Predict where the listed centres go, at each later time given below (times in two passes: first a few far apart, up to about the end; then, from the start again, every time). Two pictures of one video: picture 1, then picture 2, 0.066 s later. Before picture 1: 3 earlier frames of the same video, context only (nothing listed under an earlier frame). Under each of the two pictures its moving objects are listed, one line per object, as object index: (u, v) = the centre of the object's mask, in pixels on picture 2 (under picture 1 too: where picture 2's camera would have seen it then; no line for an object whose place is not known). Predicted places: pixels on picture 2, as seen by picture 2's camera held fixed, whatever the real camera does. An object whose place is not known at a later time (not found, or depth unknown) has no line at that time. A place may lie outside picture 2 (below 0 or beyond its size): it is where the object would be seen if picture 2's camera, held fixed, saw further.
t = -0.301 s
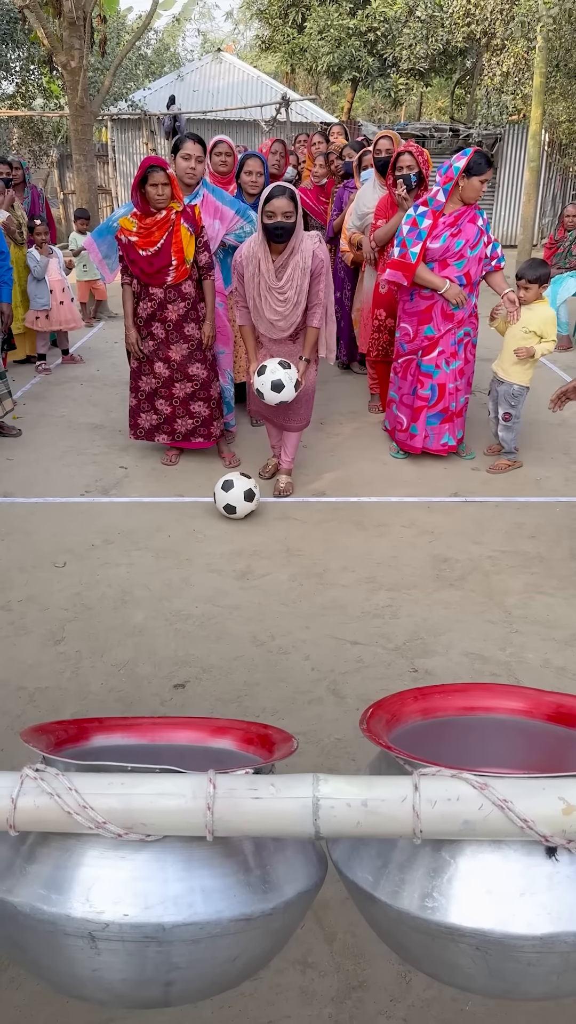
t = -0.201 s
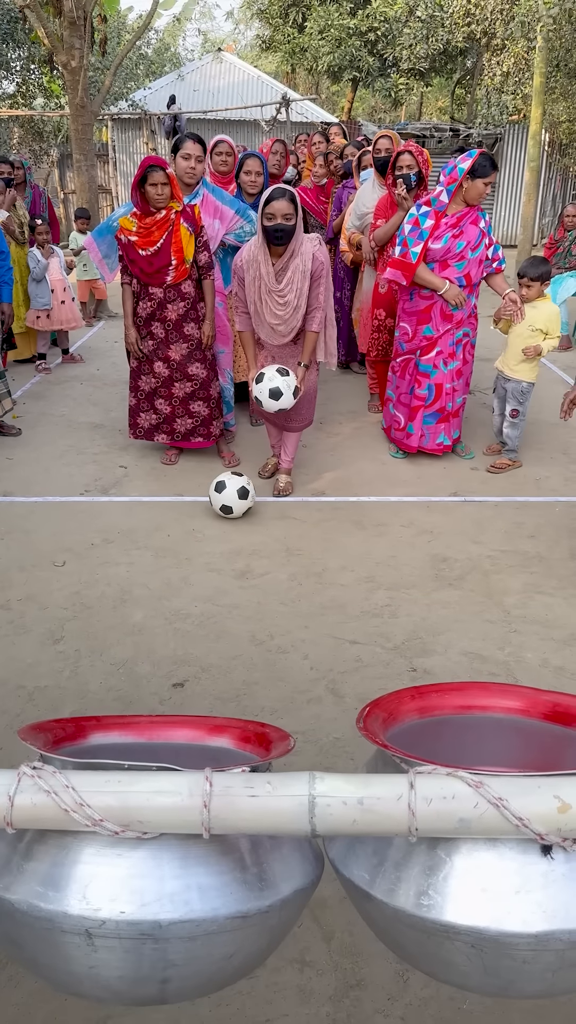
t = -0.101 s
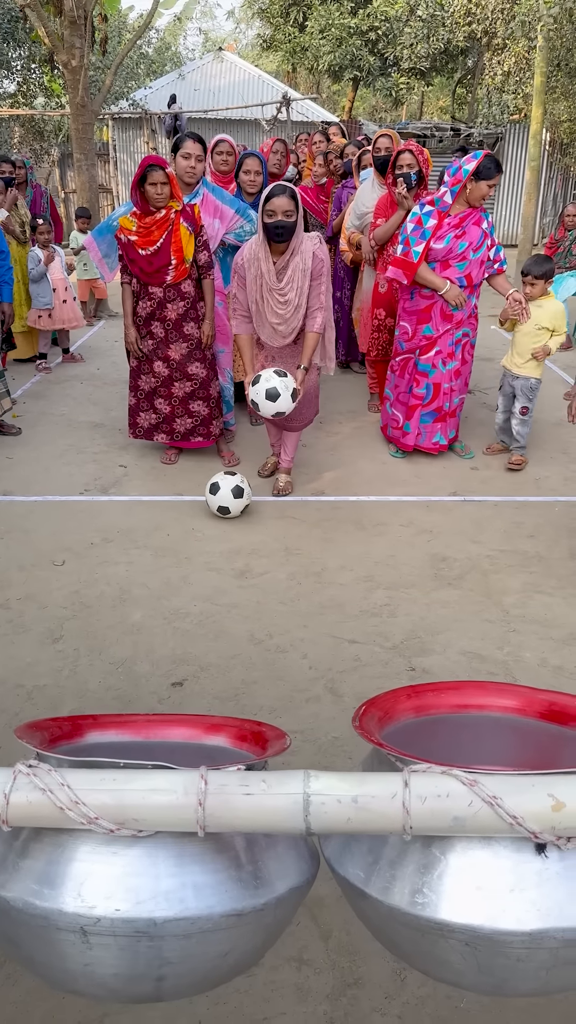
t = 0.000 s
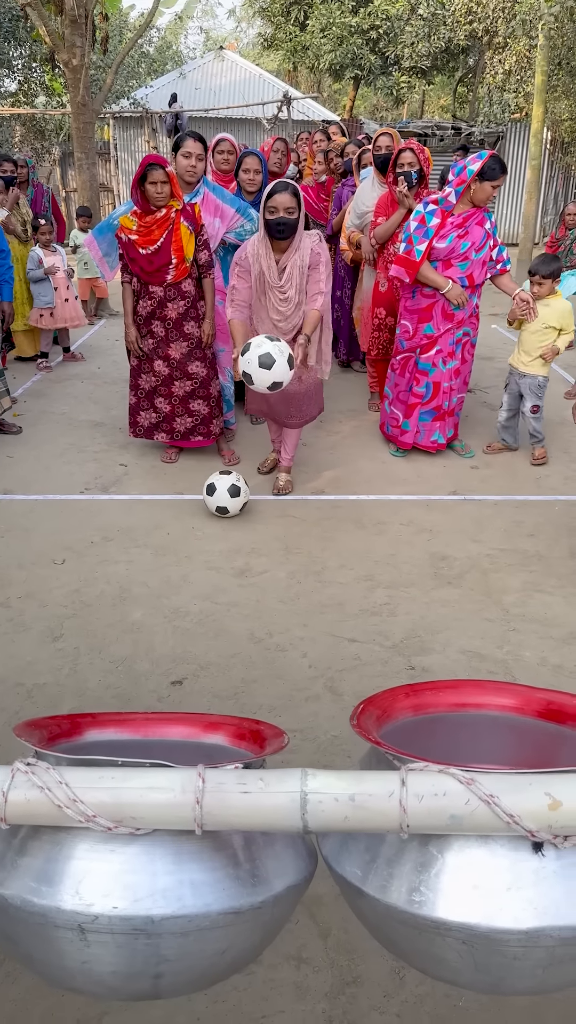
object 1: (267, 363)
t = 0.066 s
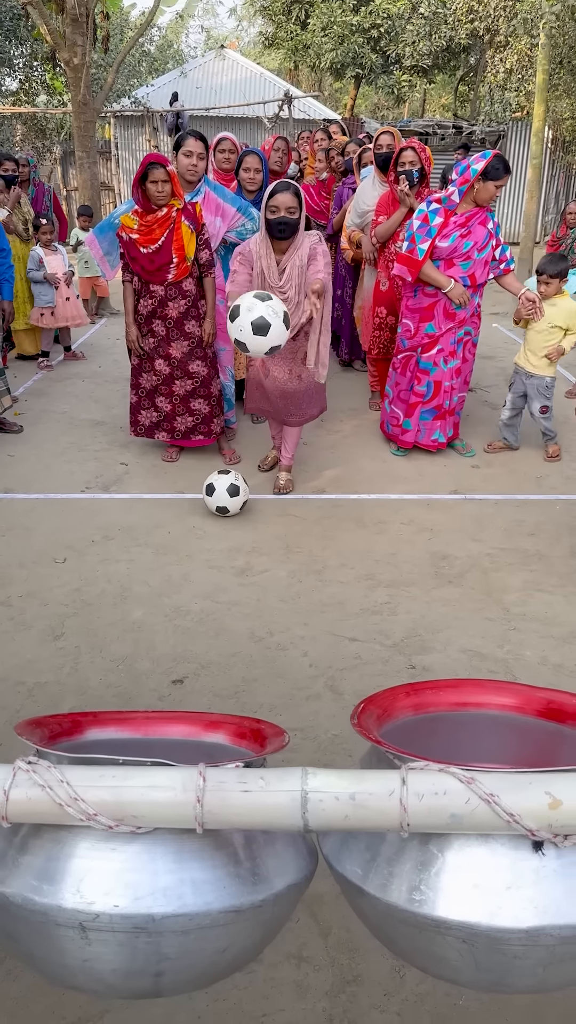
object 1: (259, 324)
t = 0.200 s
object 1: (235, 263)
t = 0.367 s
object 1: (188, 267)
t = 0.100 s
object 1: (254, 306)
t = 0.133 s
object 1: (248, 289)
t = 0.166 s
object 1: (242, 275)
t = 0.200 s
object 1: (235, 263)
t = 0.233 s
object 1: (227, 254)
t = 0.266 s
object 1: (219, 249)
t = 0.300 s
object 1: (209, 249)
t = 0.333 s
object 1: (199, 255)
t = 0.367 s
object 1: (188, 267)
